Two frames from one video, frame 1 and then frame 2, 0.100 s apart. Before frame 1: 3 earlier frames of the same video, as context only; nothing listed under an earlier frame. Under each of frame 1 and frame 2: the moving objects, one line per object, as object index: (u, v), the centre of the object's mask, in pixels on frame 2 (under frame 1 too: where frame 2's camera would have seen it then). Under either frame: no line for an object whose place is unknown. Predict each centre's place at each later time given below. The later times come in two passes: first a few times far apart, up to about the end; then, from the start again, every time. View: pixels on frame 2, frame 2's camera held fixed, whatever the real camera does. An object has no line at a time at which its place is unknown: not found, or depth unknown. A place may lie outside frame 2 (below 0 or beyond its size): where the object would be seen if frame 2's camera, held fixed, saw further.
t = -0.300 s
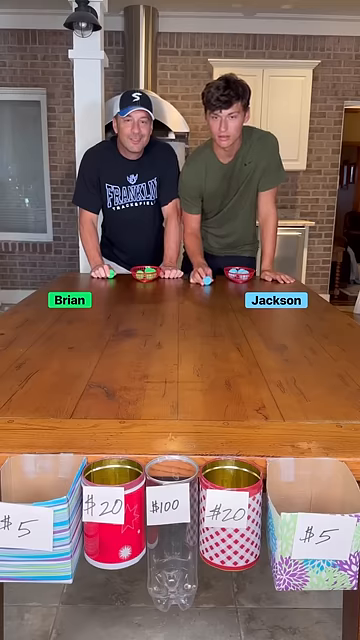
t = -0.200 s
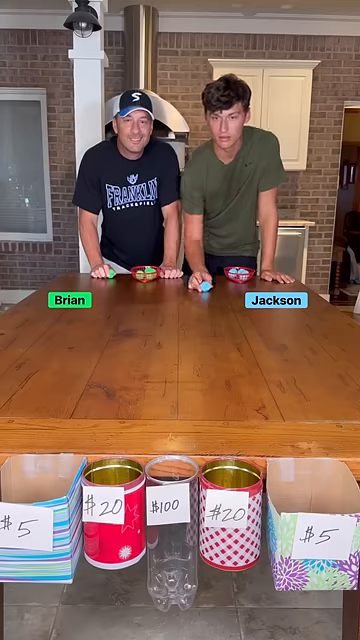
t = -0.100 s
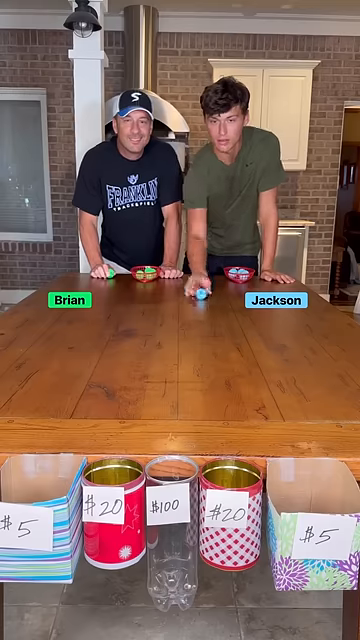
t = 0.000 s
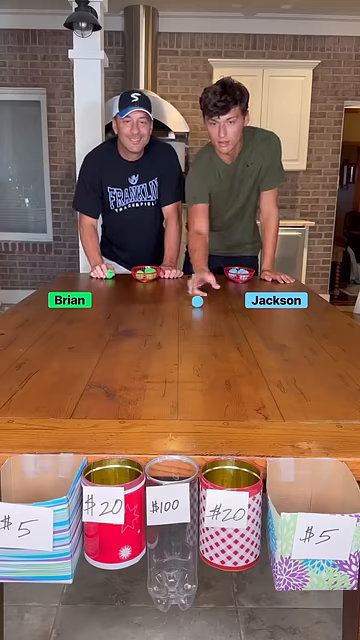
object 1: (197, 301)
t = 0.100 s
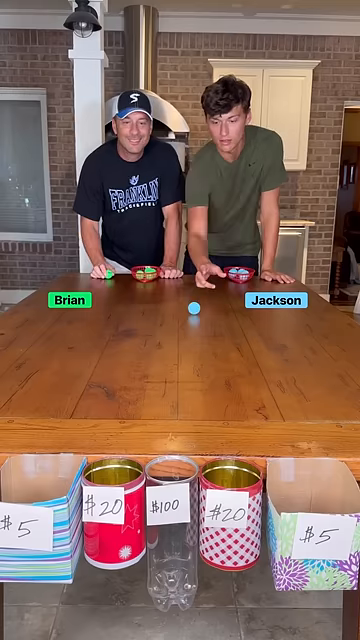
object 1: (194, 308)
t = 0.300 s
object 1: (187, 321)
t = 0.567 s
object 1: (174, 344)
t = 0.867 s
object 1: (154, 380)
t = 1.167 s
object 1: (121, 434)
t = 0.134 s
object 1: (193, 310)
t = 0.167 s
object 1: (191, 312)
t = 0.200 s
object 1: (190, 315)
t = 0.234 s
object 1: (190, 317)
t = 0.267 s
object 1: (188, 319)
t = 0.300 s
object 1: (187, 321)
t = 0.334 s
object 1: (186, 324)
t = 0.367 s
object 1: (184, 327)
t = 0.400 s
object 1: (183, 329)
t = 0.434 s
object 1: (181, 332)
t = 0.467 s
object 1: (180, 335)
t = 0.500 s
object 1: (178, 338)
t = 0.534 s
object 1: (176, 341)
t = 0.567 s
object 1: (174, 344)
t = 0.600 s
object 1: (173, 348)
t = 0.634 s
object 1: (171, 351)
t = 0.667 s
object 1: (169, 355)
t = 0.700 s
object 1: (166, 359)
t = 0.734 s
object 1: (164, 363)
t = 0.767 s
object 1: (162, 367)
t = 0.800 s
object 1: (159, 371)
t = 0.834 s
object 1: (156, 375)
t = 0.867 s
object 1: (154, 380)
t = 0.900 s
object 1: (151, 385)
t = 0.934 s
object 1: (148, 390)
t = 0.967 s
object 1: (145, 396)
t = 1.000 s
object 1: (141, 401)
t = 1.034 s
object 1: (137, 407)
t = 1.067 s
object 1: (134, 413)
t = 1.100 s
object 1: (130, 420)
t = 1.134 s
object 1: (125, 427)
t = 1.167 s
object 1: (121, 434)
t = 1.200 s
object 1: (116, 443)
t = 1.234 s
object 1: (112, 460)
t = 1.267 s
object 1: (109, 477)
